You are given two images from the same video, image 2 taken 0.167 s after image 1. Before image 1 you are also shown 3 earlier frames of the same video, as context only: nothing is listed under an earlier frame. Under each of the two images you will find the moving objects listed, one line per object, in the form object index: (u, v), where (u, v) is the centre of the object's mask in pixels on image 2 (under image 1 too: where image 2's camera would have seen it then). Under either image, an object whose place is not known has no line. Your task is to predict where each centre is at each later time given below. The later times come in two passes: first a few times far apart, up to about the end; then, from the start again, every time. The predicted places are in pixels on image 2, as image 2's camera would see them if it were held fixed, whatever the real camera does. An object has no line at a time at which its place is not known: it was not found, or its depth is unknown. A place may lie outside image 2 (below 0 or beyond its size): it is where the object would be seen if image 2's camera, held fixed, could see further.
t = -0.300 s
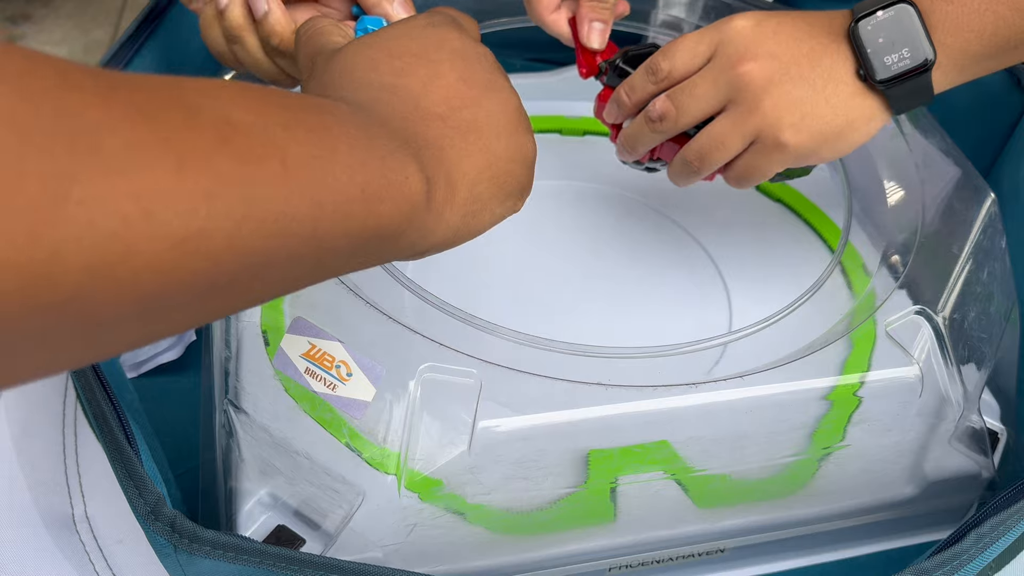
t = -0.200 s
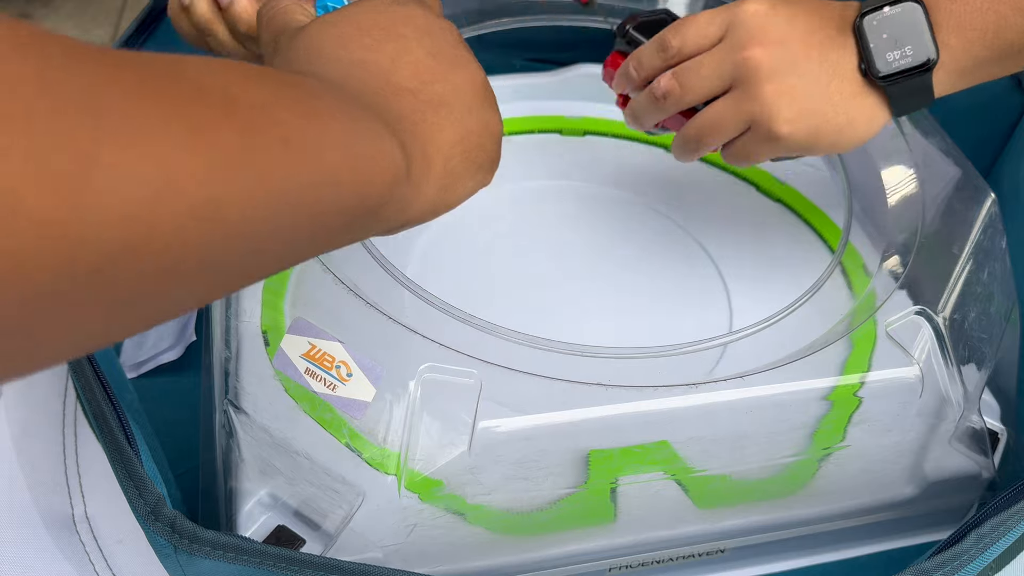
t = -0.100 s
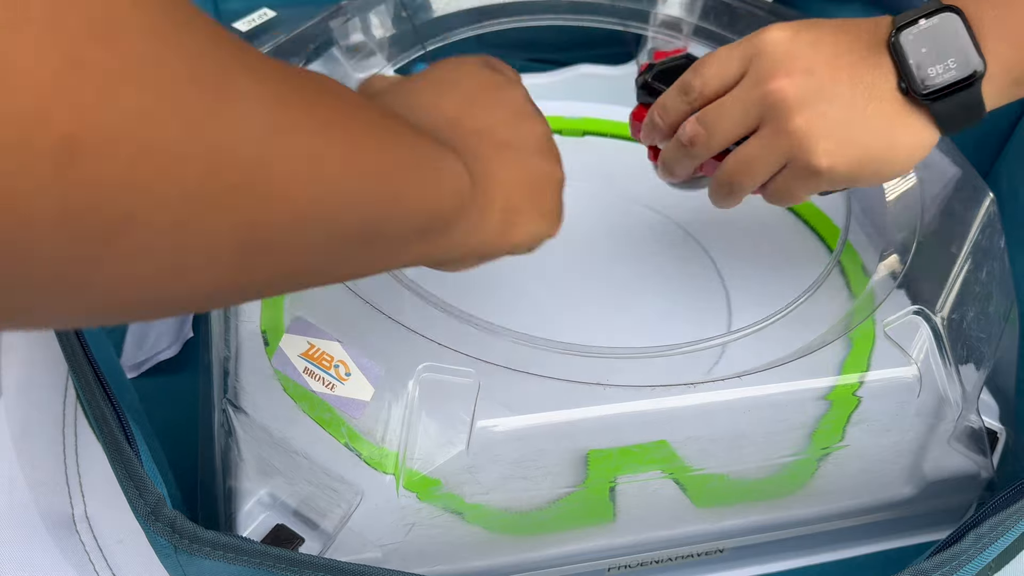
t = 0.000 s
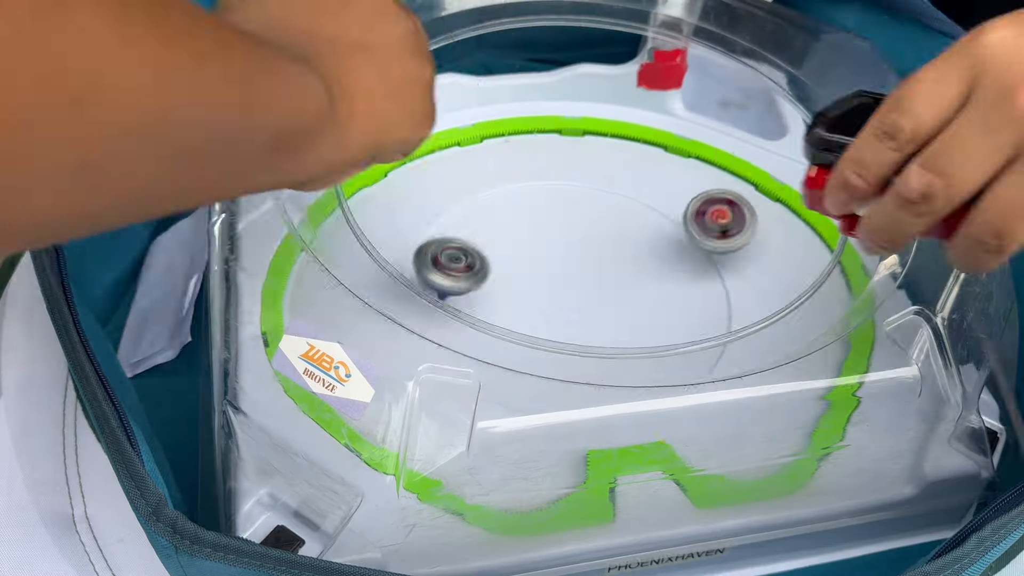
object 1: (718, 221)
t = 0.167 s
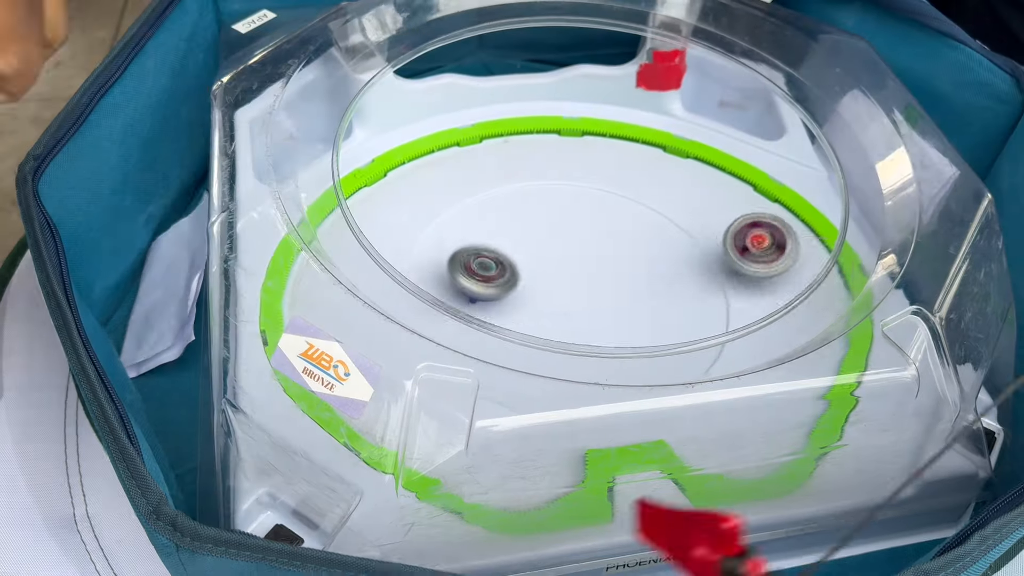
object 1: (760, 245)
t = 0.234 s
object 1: (779, 256)
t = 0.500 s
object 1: (828, 274)
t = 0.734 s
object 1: (798, 274)
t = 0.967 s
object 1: (837, 314)
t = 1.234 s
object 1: (813, 306)
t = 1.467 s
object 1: (812, 351)
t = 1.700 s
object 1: (790, 404)
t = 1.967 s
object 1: (760, 437)
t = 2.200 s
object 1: (720, 392)
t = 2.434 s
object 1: (692, 389)
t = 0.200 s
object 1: (766, 257)
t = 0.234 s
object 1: (779, 256)
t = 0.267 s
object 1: (787, 262)
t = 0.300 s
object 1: (798, 265)
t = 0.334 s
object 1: (811, 269)
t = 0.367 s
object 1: (828, 275)
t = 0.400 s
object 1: (839, 277)
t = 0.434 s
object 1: (845, 279)
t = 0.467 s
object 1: (834, 275)
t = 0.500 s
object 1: (828, 274)
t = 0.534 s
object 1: (818, 270)
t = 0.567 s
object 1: (811, 268)
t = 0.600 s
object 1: (805, 267)
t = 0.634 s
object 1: (795, 265)
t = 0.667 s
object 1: (793, 266)
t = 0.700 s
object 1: (792, 268)
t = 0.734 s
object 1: (798, 274)
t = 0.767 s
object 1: (800, 278)
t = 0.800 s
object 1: (804, 284)
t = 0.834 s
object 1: (813, 293)
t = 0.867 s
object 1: (817, 298)
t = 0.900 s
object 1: (828, 305)
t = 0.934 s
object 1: (841, 318)
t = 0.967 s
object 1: (837, 314)
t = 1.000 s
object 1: (832, 310)
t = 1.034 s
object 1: (819, 301)
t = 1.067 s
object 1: (816, 299)
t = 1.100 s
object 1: (813, 299)
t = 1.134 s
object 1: (812, 299)
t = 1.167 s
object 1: (811, 300)
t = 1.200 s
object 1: (812, 303)
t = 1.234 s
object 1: (813, 306)
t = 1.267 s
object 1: (818, 312)
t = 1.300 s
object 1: (829, 324)
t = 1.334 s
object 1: (835, 336)
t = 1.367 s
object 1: (834, 341)
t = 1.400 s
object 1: (825, 343)
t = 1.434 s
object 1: (818, 349)
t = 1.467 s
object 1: (812, 351)
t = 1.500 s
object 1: (807, 354)
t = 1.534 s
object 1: (805, 363)
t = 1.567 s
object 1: (809, 378)
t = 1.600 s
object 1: (806, 387)
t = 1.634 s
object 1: (806, 397)
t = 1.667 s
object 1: (802, 404)
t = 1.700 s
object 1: (790, 404)
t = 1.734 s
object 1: (780, 405)
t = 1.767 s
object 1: (772, 408)
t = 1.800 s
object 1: (765, 414)
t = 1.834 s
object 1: (760, 419)
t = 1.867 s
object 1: (756, 425)
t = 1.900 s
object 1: (755, 433)
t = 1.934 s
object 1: (757, 441)
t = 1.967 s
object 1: (760, 437)
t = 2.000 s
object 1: (763, 425)
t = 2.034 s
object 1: (765, 415)
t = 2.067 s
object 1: (763, 406)
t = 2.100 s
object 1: (759, 402)
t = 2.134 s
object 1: (747, 395)
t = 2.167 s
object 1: (733, 393)
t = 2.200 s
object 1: (720, 392)
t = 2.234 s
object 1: (708, 392)
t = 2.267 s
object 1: (700, 392)
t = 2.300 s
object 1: (695, 393)
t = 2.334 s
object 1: (690, 393)
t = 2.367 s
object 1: (689, 393)
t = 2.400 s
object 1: (689, 392)
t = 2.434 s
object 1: (692, 389)
